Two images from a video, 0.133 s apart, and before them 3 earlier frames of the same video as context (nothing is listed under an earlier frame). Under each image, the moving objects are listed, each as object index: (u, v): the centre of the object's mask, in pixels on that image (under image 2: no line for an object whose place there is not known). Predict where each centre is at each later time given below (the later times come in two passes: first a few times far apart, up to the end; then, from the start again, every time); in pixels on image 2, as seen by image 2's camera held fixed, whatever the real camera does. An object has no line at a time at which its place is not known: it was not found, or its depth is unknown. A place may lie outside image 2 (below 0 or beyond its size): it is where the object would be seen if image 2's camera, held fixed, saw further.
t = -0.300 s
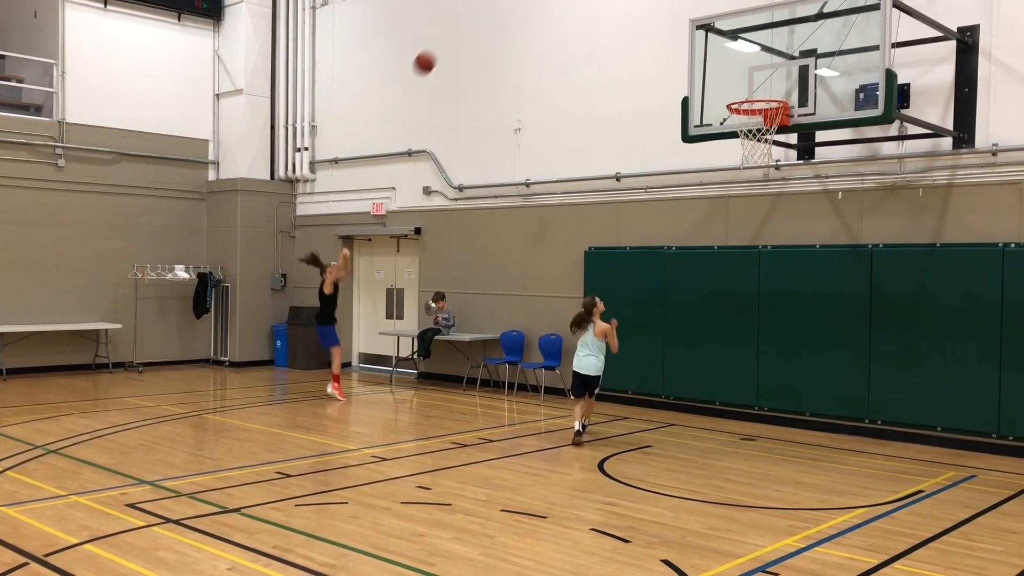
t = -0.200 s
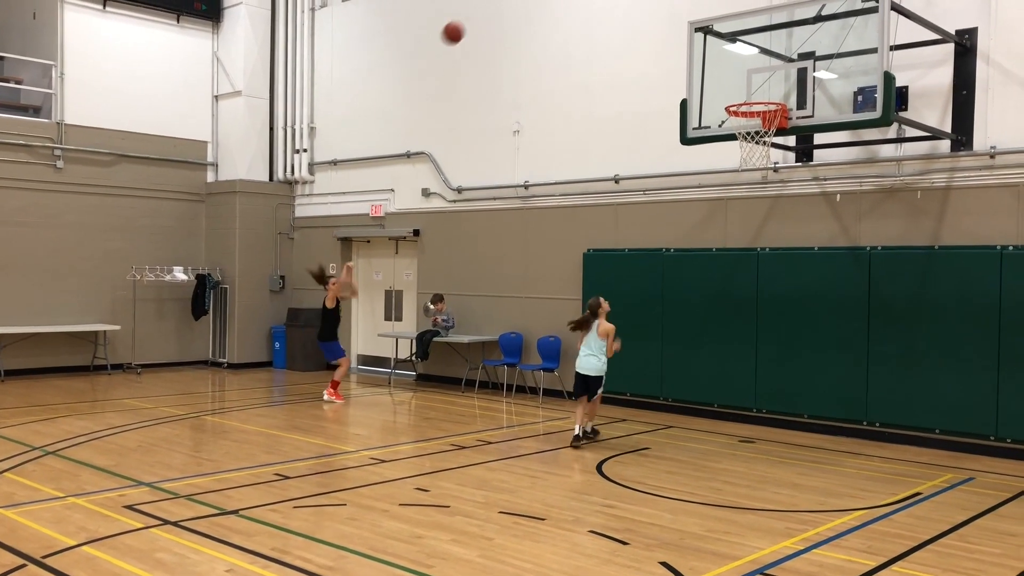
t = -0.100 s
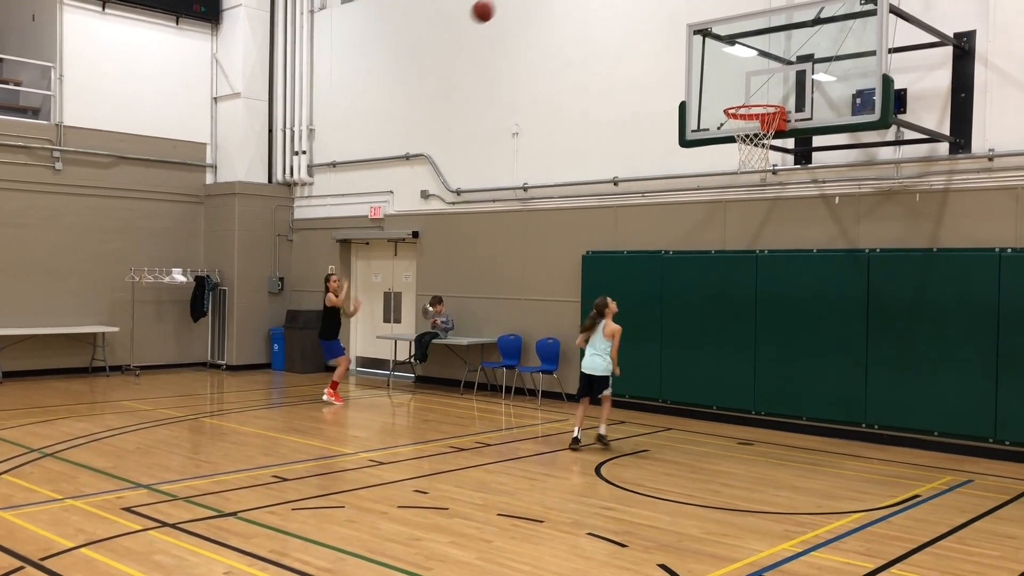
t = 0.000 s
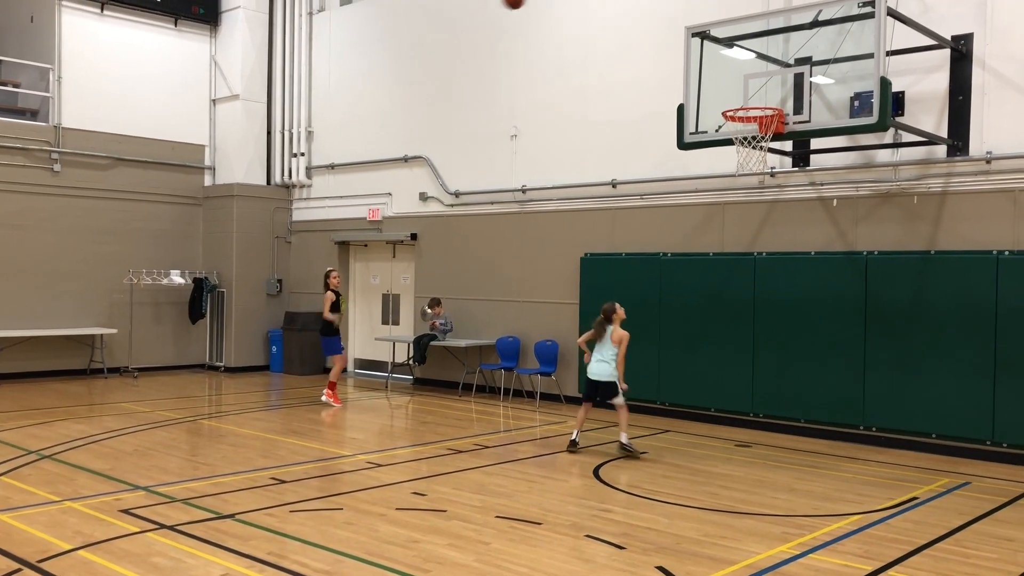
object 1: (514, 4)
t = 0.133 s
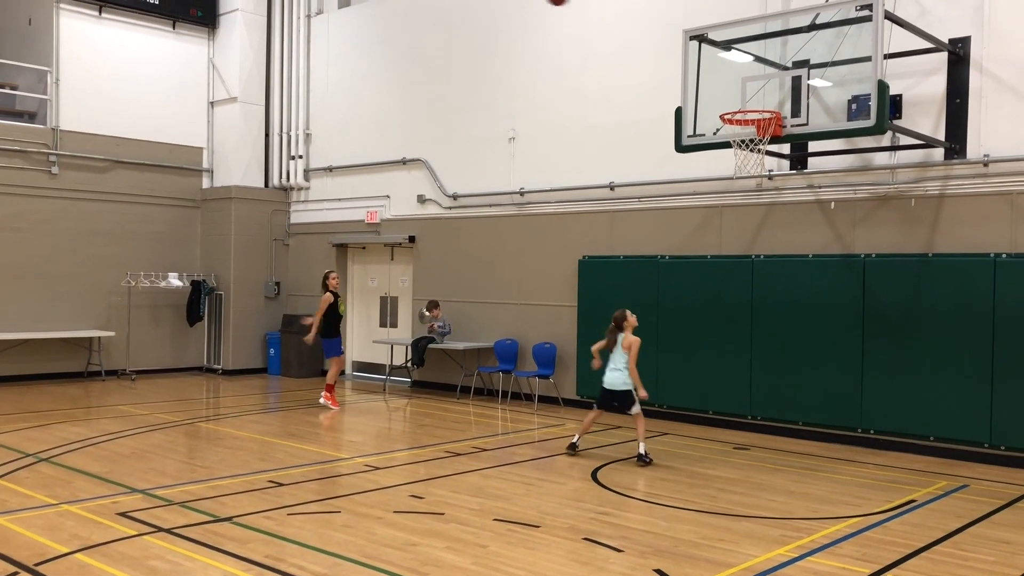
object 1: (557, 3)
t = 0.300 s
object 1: (620, 11)
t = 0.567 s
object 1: (731, 103)
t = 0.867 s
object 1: (778, 78)
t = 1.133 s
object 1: (743, 95)
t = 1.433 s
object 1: (744, 97)
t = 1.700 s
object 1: (747, 106)
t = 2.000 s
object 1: (750, 192)
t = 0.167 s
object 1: (570, 3)
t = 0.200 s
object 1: (581, 3)
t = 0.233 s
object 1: (594, 5)
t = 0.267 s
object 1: (607, 7)
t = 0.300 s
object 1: (620, 11)
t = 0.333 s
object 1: (633, 18)
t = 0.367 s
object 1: (646, 27)
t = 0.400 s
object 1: (660, 37)
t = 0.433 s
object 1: (673, 48)
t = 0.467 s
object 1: (687, 61)
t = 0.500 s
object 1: (703, 76)
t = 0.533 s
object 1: (717, 91)
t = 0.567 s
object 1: (731, 103)
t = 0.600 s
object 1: (746, 102)
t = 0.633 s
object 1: (760, 103)
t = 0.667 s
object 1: (767, 98)
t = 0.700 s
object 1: (772, 93)
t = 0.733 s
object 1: (777, 88)
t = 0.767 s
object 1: (782, 85)
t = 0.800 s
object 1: (786, 82)
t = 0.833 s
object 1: (783, 80)
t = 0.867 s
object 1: (778, 78)
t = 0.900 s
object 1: (773, 77)
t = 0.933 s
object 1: (768, 78)
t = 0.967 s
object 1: (763, 80)
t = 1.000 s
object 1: (757, 83)
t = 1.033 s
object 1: (752, 88)
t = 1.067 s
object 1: (747, 94)
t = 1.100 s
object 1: (743, 98)
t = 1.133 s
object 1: (743, 95)
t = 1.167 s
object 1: (743, 93)
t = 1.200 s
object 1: (744, 93)
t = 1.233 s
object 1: (744, 93)
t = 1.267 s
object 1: (744, 95)
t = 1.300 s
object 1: (744, 97)
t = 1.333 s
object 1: (744, 96)
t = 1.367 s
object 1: (744, 96)
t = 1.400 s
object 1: (744, 96)
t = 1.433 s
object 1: (744, 97)
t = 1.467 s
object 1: (744, 97)
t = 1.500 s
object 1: (744, 98)
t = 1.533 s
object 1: (745, 98)
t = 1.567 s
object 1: (745, 98)
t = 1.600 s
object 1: (745, 99)
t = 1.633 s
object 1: (746, 100)
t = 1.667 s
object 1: (746, 102)
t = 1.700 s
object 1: (747, 106)
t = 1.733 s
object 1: (747, 111)
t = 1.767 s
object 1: (748, 117)
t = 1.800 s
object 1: (747, 126)
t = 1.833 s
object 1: (747, 133)
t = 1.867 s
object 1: (748, 144)
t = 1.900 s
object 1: (749, 153)
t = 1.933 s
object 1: (749, 165)
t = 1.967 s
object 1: (750, 179)
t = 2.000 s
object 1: (750, 192)
